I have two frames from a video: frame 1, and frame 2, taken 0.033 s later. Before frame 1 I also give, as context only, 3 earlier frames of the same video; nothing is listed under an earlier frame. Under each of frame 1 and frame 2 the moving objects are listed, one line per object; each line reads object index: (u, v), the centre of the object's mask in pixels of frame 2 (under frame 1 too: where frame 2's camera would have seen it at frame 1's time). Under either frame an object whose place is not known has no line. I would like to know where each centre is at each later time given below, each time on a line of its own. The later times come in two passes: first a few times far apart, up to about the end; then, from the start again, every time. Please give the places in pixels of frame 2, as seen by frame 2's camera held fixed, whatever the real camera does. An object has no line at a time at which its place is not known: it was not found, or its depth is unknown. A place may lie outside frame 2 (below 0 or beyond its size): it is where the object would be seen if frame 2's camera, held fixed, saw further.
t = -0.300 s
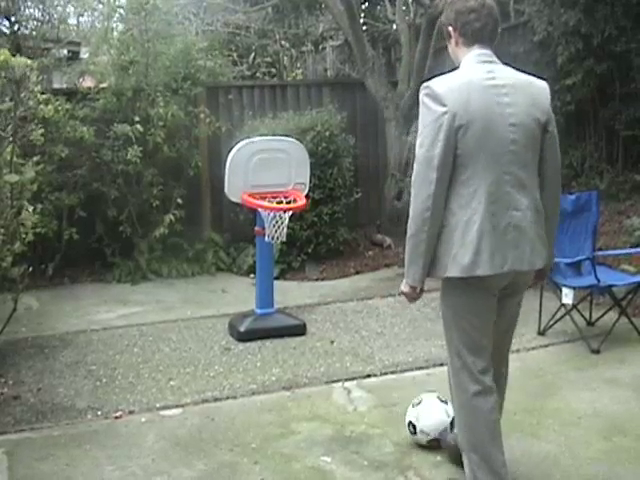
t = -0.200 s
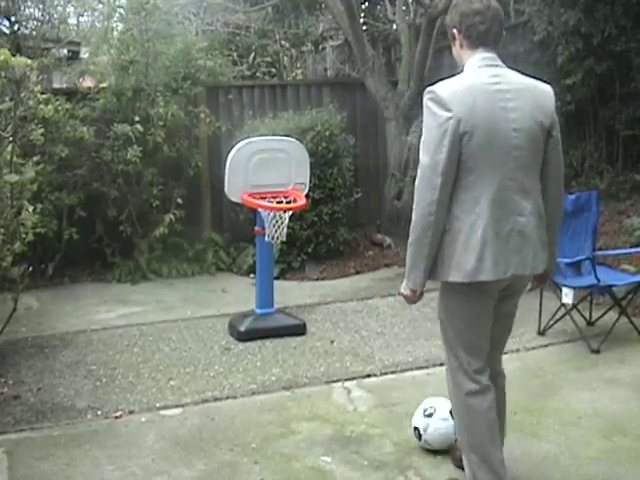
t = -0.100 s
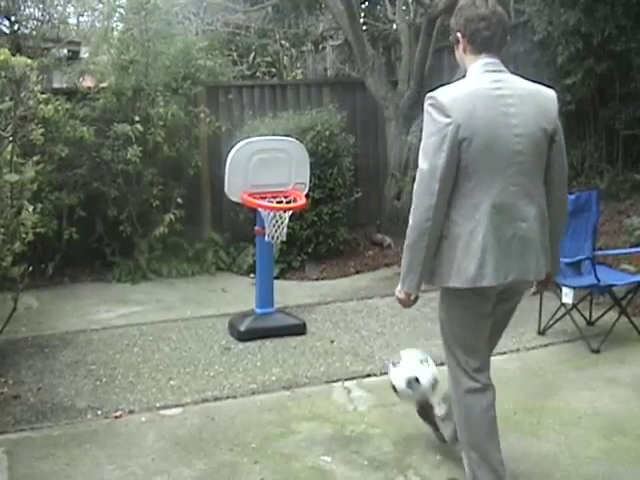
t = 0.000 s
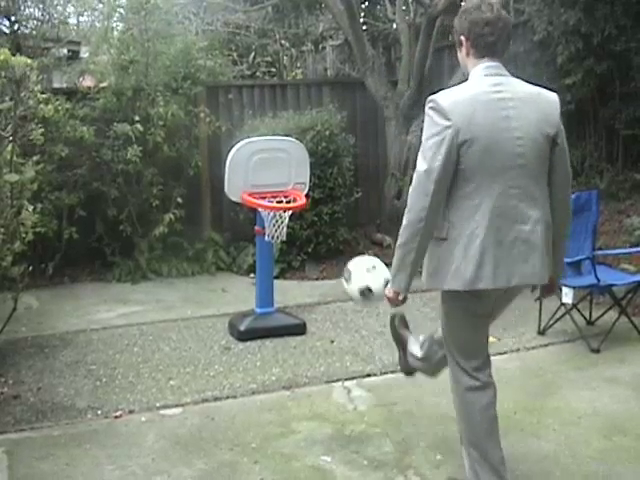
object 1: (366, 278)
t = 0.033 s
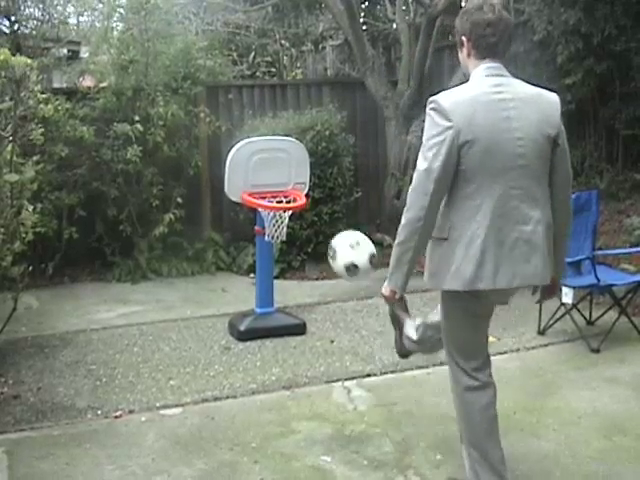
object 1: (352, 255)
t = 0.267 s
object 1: (261, 157)
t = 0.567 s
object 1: (178, 197)
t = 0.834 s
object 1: (128, 299)
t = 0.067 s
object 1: (338, 233)
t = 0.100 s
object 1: (325, 214)
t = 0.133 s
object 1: (311, 197)
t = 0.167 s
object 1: (299, 183)
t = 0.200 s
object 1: (285, 171)
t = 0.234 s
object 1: (273, 163)
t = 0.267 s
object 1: (261, 157)
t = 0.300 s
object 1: (251, 154)
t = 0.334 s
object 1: (240, 152)
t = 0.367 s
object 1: (230, 153)
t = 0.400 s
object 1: (220, 156)
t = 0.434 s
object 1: (211, 161)
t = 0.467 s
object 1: (202, 168)
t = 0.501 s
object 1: (193, 177)
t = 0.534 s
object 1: (186, 187)
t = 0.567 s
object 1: (178, 197)
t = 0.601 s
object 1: (170, 211)
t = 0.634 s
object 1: (163, 224)
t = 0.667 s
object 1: (157, 239)
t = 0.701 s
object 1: (150, 256)
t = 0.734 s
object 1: (144, 274)
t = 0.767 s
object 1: (138, 293)
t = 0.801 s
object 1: (134, 314)
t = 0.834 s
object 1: (128, 299)
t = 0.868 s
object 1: (123, 284)
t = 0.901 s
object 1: (118, 271)
